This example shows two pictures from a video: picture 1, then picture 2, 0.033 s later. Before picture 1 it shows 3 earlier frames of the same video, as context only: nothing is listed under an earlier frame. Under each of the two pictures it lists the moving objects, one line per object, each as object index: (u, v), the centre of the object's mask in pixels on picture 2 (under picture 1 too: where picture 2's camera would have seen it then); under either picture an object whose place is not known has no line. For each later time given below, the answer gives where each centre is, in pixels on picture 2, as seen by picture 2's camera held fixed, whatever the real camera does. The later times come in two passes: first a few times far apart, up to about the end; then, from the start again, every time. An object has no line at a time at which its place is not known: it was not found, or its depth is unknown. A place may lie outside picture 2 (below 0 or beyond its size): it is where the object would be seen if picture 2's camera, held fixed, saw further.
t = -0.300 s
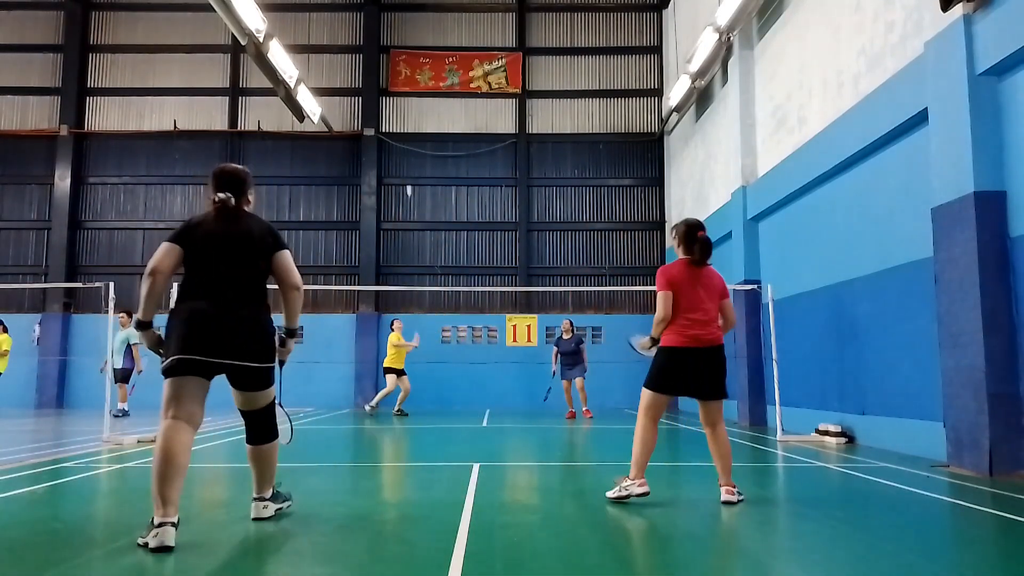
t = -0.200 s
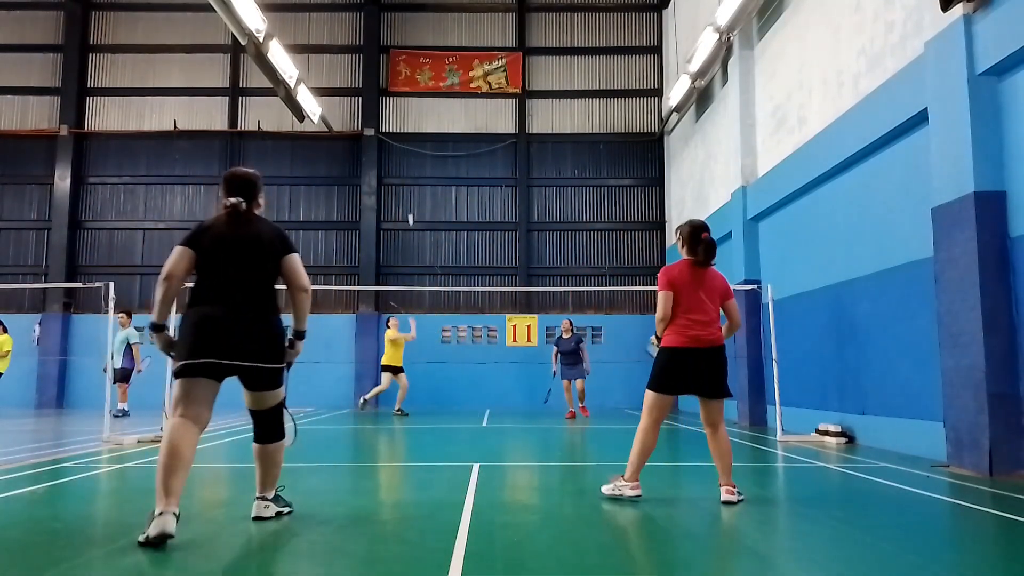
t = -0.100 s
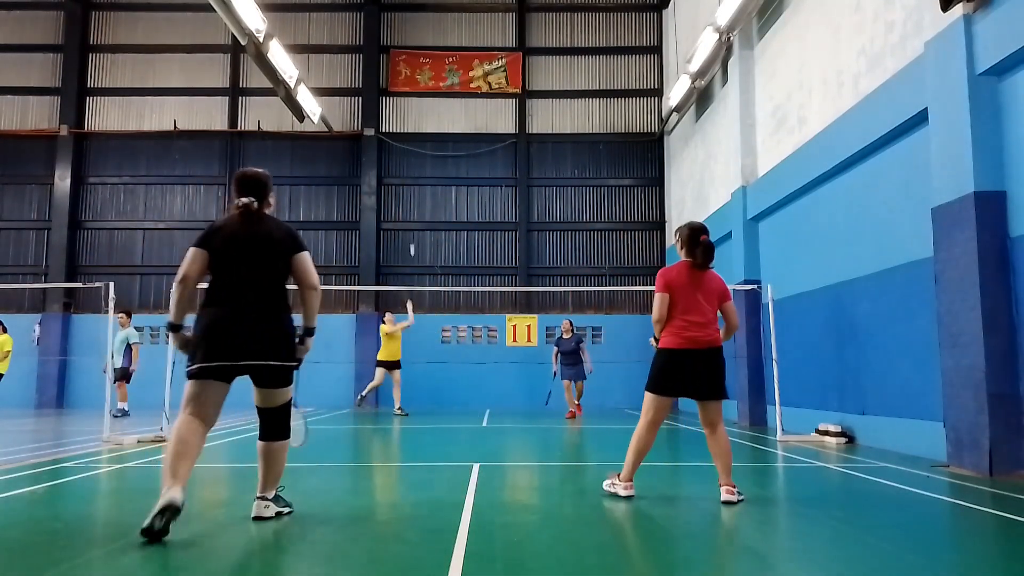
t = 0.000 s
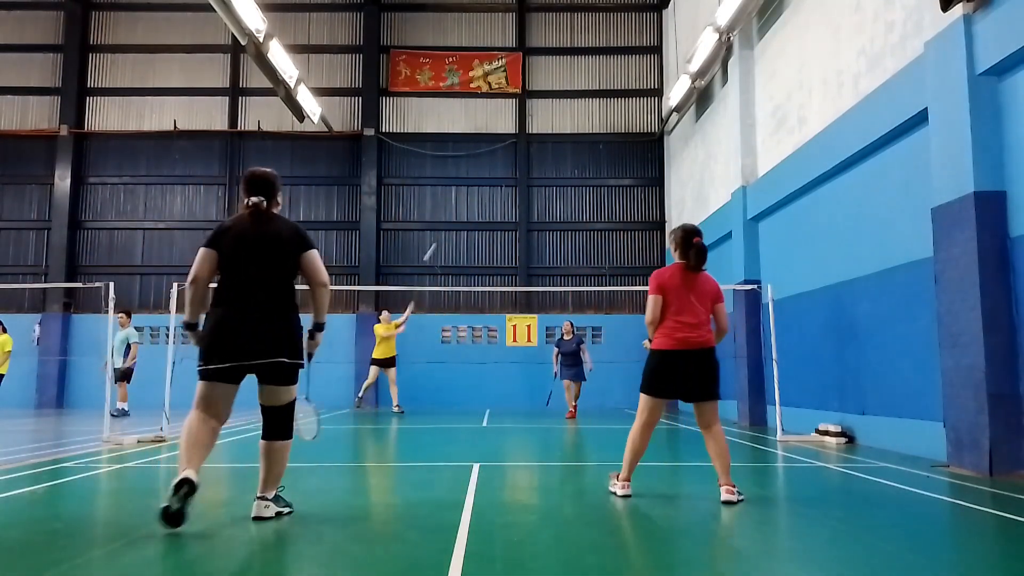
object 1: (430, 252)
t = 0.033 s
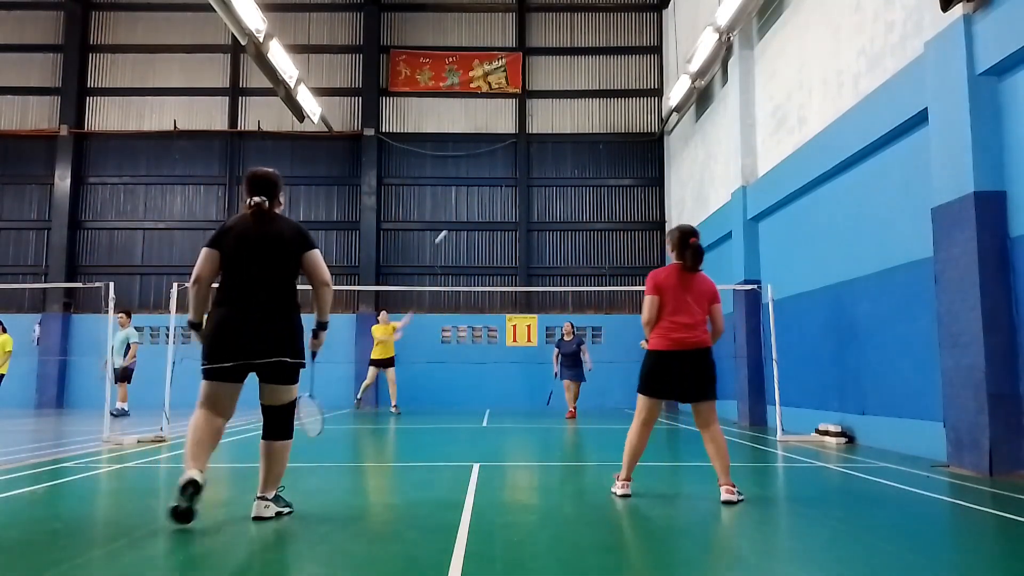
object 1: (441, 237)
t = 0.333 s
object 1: (532, 165)
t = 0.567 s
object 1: (592, 160)
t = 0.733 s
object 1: (633, 187)
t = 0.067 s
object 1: (452, 225)
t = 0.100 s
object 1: (464, 214)
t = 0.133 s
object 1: (475, 204)
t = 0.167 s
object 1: (484, 194)
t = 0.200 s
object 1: (495, 186)
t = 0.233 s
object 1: (504, 180)
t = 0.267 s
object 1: (513, 174)
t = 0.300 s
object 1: (523, 169)
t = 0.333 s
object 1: (532, 165)
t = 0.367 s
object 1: (541, 161)
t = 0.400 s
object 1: (550, 158)
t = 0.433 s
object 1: (558, 157)
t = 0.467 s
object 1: (567, 156)
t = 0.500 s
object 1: (575, 156)
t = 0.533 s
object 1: (584, 158)
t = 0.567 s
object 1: (592, 160)
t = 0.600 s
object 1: (600, 163)
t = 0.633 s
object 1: (609, 167)
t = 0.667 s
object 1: (617, 173)
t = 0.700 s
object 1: (625, 180)
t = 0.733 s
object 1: (633, 187)
